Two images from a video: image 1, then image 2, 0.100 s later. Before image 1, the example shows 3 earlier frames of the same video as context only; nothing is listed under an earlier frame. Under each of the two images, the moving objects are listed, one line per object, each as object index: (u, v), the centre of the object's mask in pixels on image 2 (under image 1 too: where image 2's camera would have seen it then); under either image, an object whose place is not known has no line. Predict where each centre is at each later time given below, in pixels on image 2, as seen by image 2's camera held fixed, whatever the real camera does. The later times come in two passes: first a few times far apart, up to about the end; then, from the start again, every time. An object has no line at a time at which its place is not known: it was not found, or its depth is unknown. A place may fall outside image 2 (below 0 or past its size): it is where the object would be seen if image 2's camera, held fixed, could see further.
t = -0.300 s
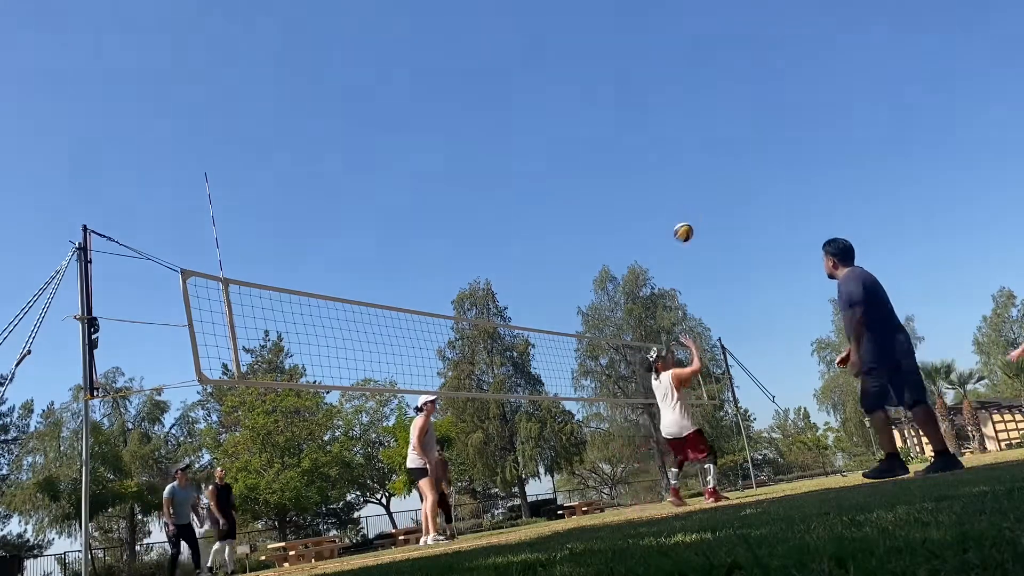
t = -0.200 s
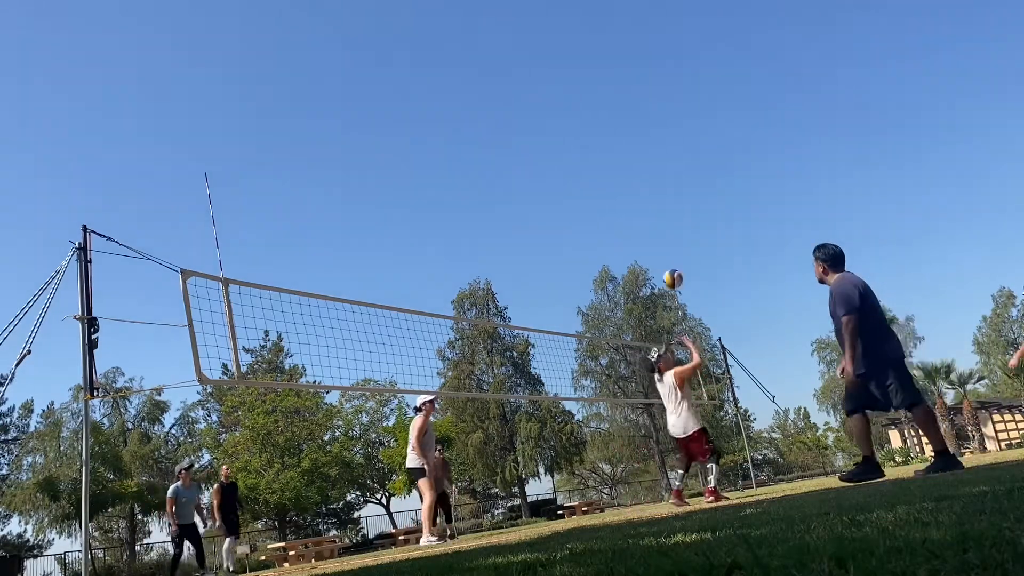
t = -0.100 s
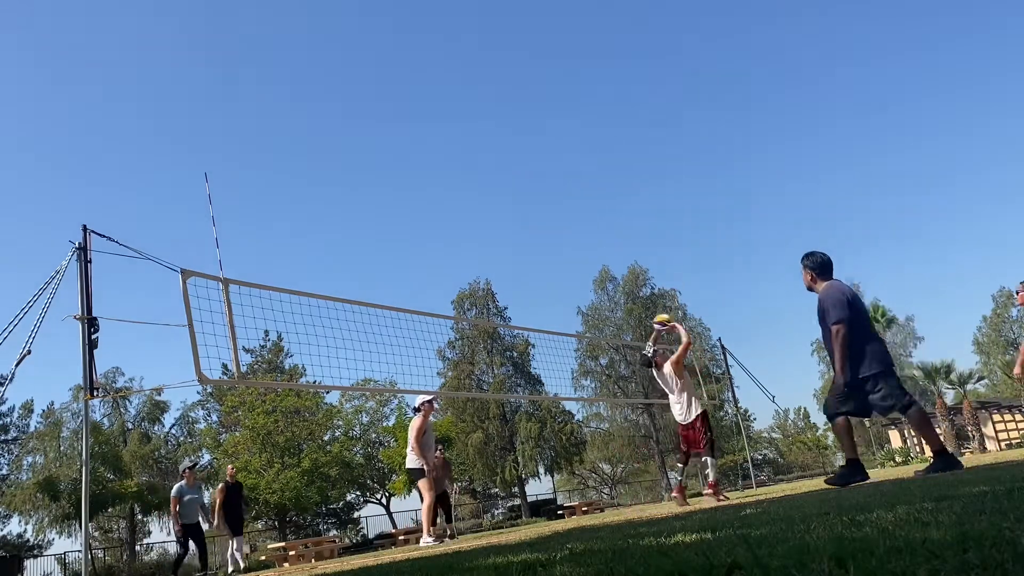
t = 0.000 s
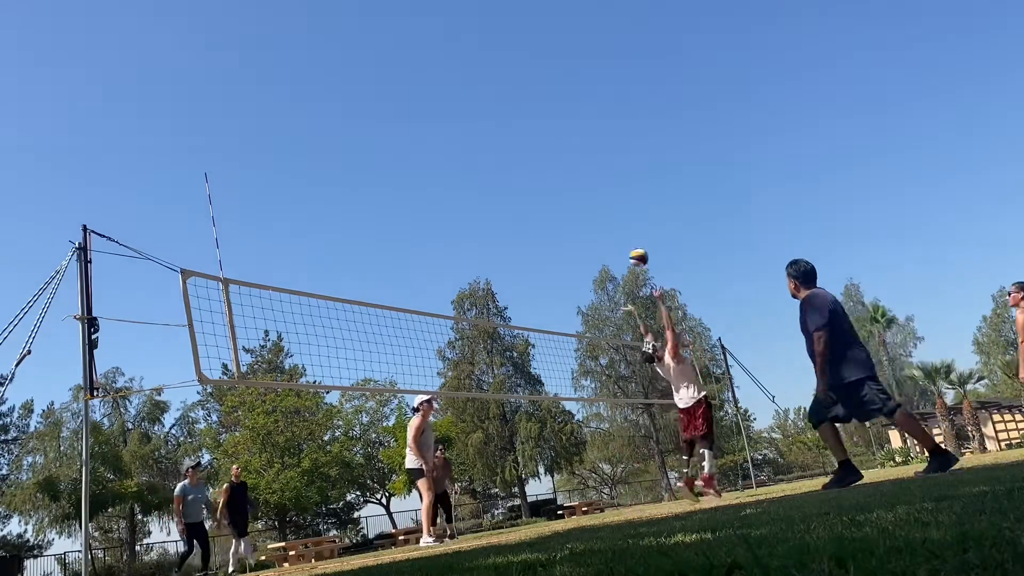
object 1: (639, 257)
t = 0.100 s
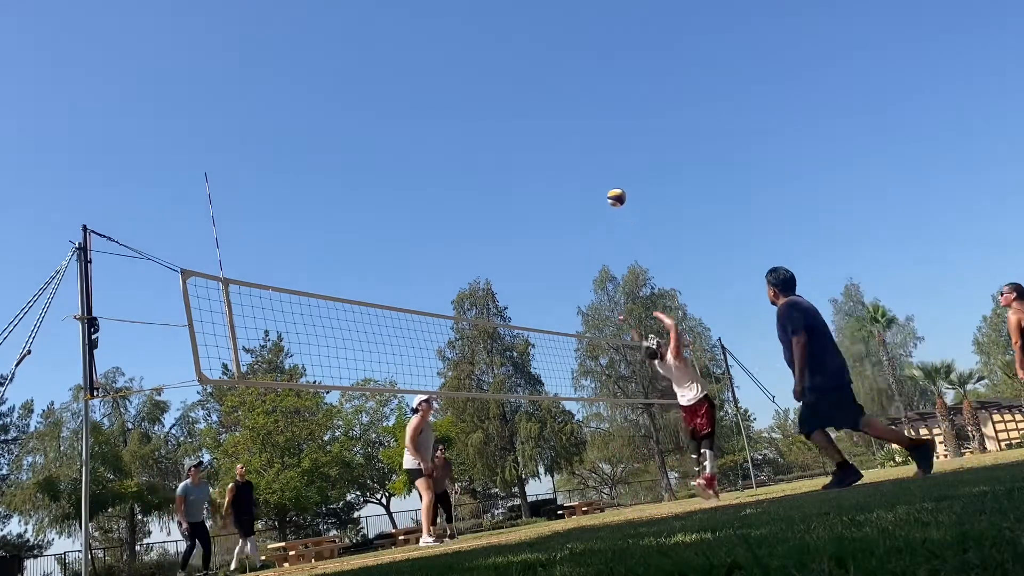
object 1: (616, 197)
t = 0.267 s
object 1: (584, 120)
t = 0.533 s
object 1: (542, 43)
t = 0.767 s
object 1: (513, 23)
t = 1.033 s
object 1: (490, 51)
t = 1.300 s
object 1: (476, 136)
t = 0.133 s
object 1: (609, 180)
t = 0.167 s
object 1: (603, 163)
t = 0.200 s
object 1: (596, 147)
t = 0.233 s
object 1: (590, 133)
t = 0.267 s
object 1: (584, 120)
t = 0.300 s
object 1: (578, 107)
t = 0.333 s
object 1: (572, 95)
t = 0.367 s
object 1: (567, 84)
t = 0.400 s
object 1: (562, 74)
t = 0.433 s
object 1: (556, 65)
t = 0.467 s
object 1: (551, 57)
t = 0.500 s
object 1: (547, 49)
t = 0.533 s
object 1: (542, 43)
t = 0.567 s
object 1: (537, 38)
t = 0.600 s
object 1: (533, 33)
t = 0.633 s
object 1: (529, 30)
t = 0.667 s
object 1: (525, 27)
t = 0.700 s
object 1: (521, 25)
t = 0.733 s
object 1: (517, 23)
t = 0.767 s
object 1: (513, 23)
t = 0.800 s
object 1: (510, 23)
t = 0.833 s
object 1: (507, 25)
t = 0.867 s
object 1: (504, 27)
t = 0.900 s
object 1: (501, 30)
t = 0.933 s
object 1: (498, 34)
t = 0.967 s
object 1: (495, 39)
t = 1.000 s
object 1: (492, 44)
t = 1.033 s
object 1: (490, 51)
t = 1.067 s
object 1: (488, 58)
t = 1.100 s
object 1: (485, 66)
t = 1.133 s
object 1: (483, 76)
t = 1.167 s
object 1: (482, 86)
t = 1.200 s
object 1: (480, 97)
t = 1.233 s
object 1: (479, 109)
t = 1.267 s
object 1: (477, 122)
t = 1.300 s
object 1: (476, 136)
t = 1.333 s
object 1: (475, 151)
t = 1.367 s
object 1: (474, 167)
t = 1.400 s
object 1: (473, 184)
